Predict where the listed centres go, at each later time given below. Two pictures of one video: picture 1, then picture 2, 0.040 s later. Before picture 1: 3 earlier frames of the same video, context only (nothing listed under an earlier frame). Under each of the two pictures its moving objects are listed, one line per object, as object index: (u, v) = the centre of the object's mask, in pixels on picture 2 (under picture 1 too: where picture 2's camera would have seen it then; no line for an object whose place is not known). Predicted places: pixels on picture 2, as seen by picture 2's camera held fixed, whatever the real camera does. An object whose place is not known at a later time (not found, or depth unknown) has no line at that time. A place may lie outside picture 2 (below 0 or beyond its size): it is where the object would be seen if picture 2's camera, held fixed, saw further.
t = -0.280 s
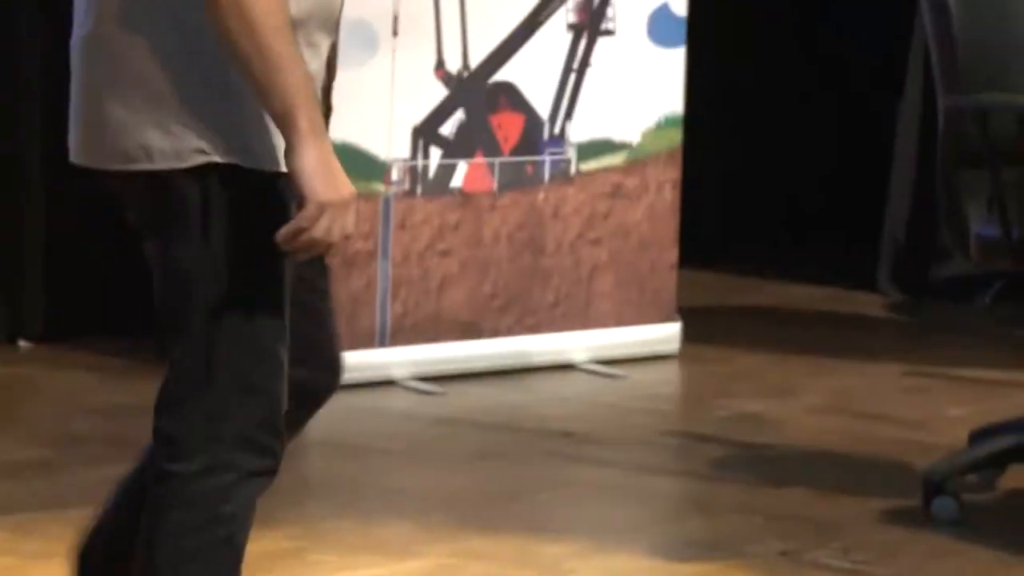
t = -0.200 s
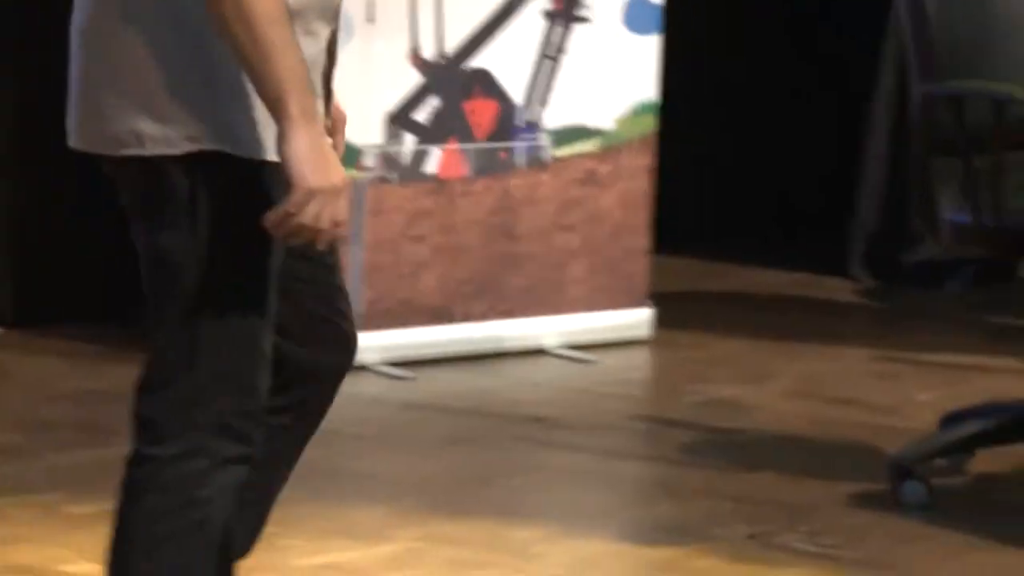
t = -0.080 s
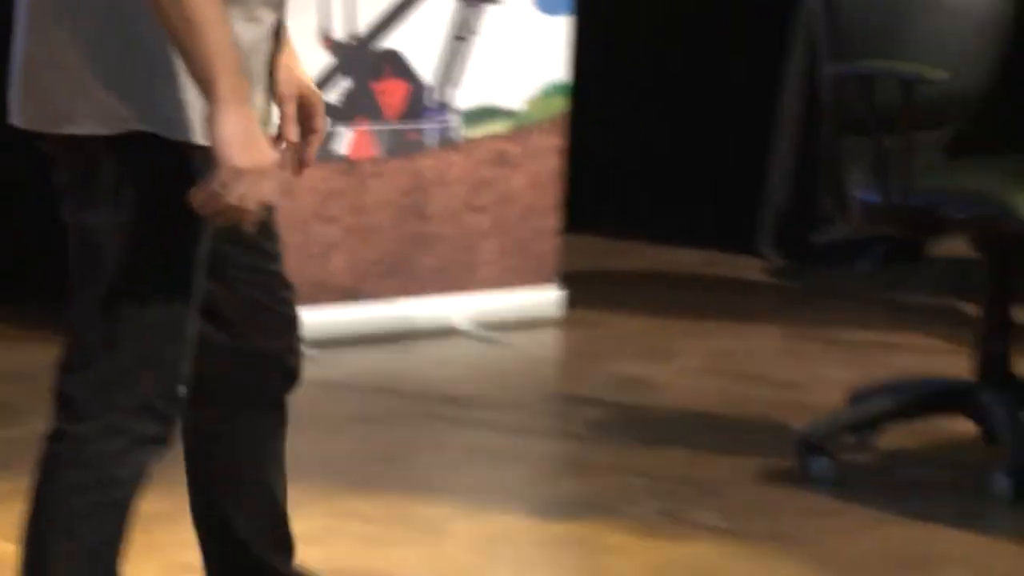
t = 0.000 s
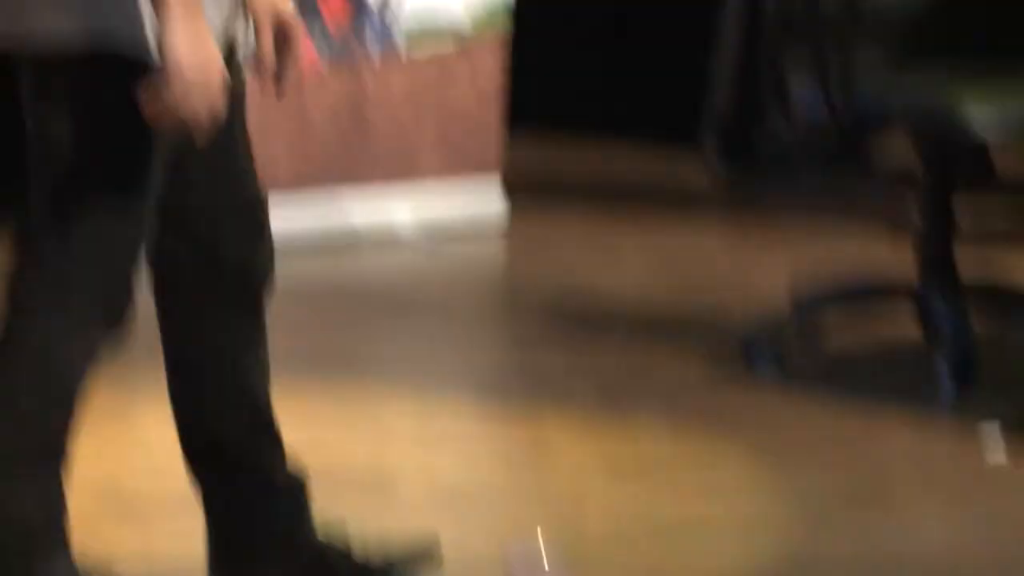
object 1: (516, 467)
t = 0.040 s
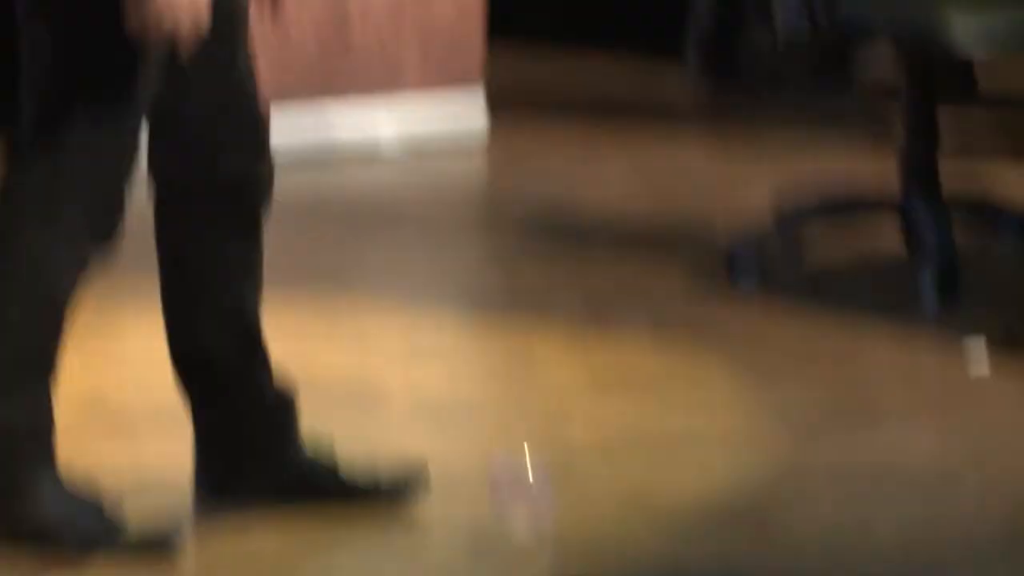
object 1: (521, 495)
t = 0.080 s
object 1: (523, 498)
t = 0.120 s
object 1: (522, 496)
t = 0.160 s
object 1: (526, 496)
